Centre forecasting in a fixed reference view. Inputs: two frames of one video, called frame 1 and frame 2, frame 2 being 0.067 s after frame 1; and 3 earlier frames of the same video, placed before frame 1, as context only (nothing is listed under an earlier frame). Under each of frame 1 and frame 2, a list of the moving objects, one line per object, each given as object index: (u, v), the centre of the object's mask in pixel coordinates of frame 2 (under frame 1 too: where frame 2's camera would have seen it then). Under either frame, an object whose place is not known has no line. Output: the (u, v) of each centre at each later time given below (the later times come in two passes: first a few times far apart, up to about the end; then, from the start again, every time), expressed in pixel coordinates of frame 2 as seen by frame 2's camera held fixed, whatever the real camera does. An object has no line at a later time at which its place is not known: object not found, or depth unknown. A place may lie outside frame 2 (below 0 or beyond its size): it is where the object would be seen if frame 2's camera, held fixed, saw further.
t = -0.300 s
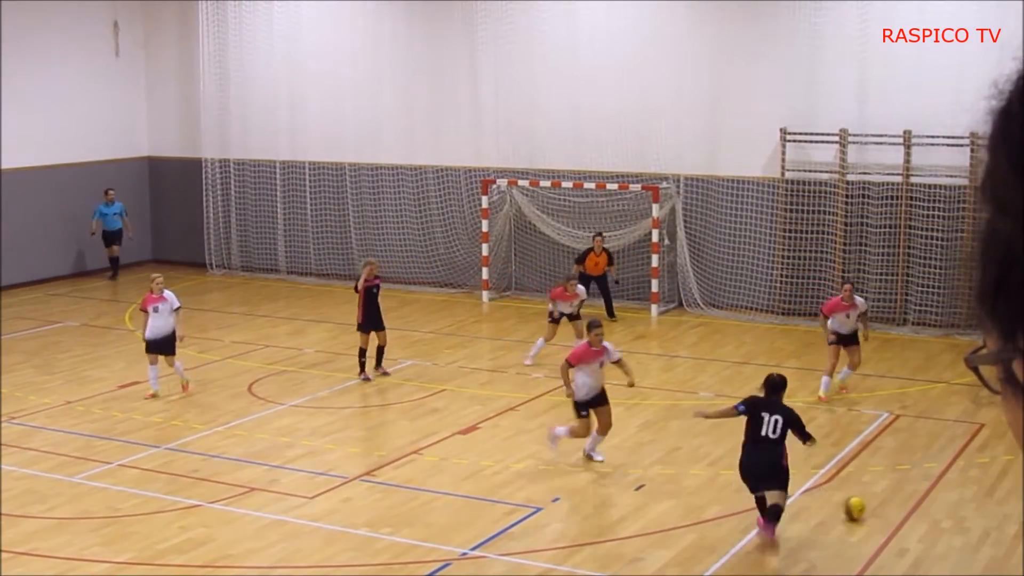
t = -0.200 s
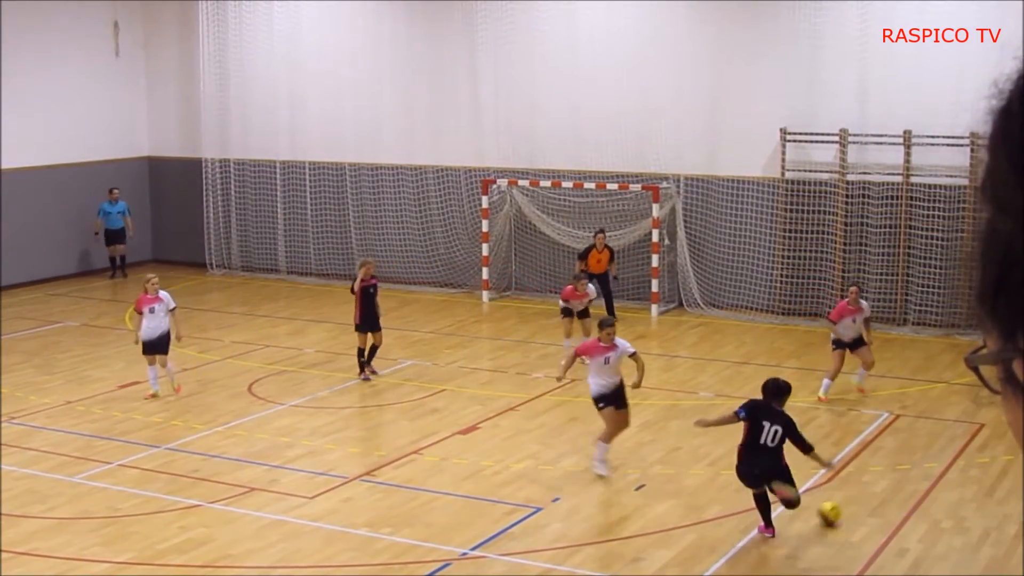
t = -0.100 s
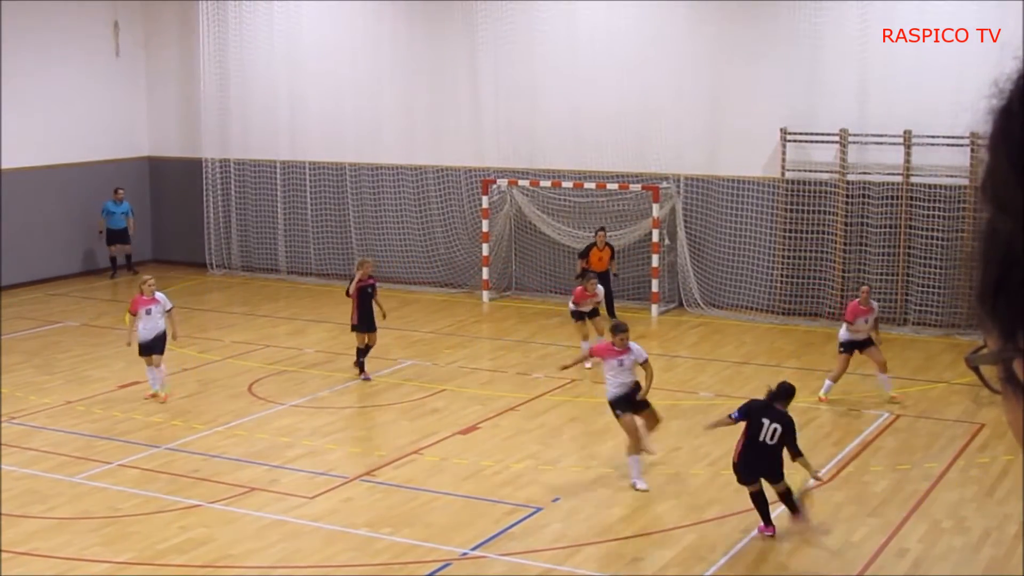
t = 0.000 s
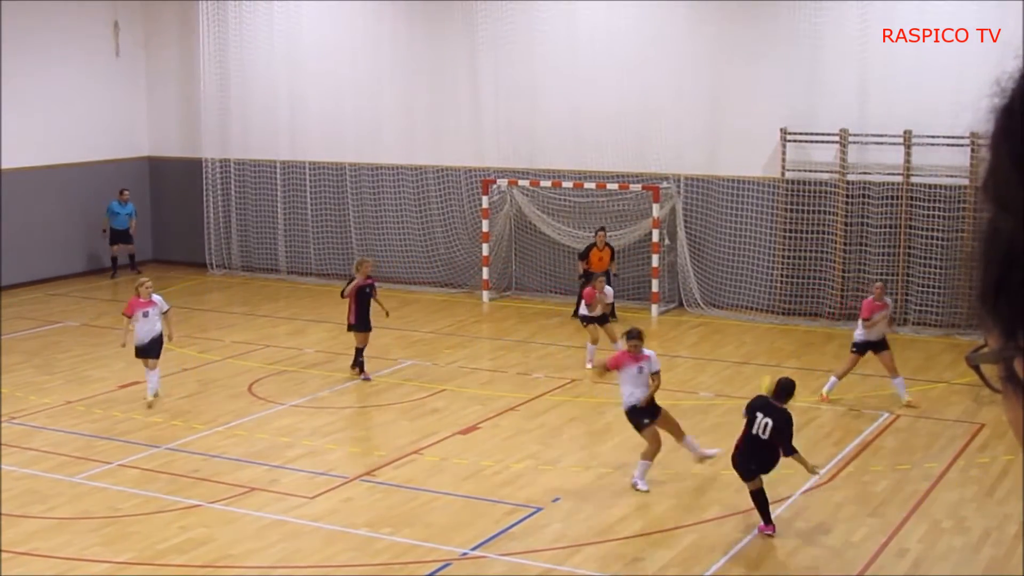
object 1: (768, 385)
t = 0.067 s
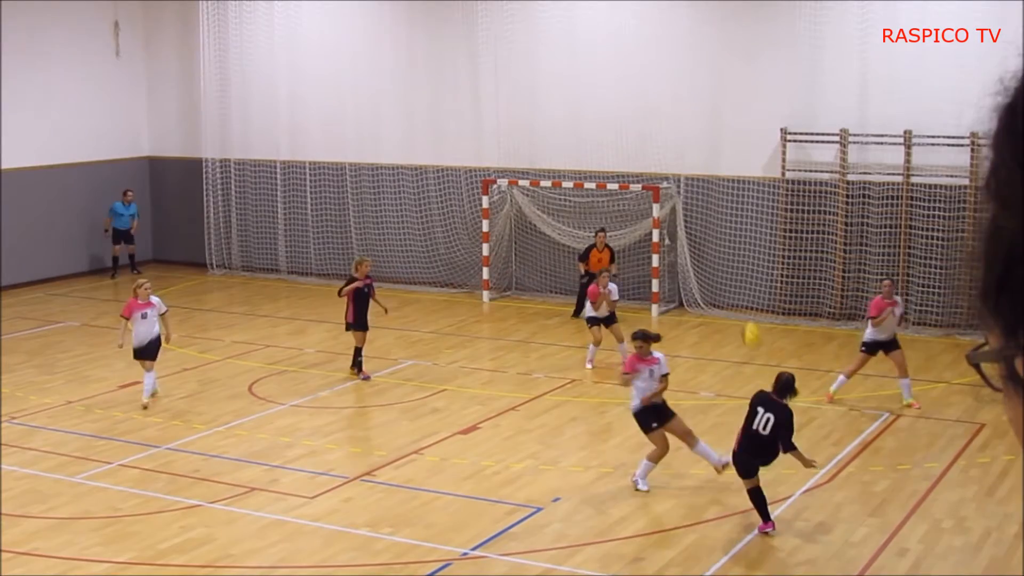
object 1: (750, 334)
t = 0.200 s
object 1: (716, 250)
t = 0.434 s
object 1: (666, 161)
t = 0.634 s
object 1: (631, 127)
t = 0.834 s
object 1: (601, 120)
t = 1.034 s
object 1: (581, 137)
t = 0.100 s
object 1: (740, 309)
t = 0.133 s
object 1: (732, 288)
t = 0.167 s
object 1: (726, 268)
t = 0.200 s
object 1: (716, 250)
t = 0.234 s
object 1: (708, 233)
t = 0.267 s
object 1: (701, 217)
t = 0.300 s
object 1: (693, 203)
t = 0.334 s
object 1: (687, 191)
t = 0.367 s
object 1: (680, 180)
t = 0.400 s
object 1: (673, 170)
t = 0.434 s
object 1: (666, 161)
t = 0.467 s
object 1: (660, 152)
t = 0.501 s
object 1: (653, 145)
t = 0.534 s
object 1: (647, 139)
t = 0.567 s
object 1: (642, 135)
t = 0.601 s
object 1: (636, 131)
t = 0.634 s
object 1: (631, 127)
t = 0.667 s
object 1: (625, 124)
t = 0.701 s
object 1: (620, 122)
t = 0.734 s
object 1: (615, 121)
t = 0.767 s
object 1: (611, 120)
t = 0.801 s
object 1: (606, 120)
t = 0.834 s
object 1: (601, 120)
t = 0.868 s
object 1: (597, 121)
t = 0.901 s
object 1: (592, 123)
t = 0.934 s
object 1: (588, 125)
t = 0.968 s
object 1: (585, 128)
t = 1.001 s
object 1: (582, 133)
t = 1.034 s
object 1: (581, 137)
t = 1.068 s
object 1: (579, 143)
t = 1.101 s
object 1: (576, 149)
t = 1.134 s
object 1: (572, 157)
